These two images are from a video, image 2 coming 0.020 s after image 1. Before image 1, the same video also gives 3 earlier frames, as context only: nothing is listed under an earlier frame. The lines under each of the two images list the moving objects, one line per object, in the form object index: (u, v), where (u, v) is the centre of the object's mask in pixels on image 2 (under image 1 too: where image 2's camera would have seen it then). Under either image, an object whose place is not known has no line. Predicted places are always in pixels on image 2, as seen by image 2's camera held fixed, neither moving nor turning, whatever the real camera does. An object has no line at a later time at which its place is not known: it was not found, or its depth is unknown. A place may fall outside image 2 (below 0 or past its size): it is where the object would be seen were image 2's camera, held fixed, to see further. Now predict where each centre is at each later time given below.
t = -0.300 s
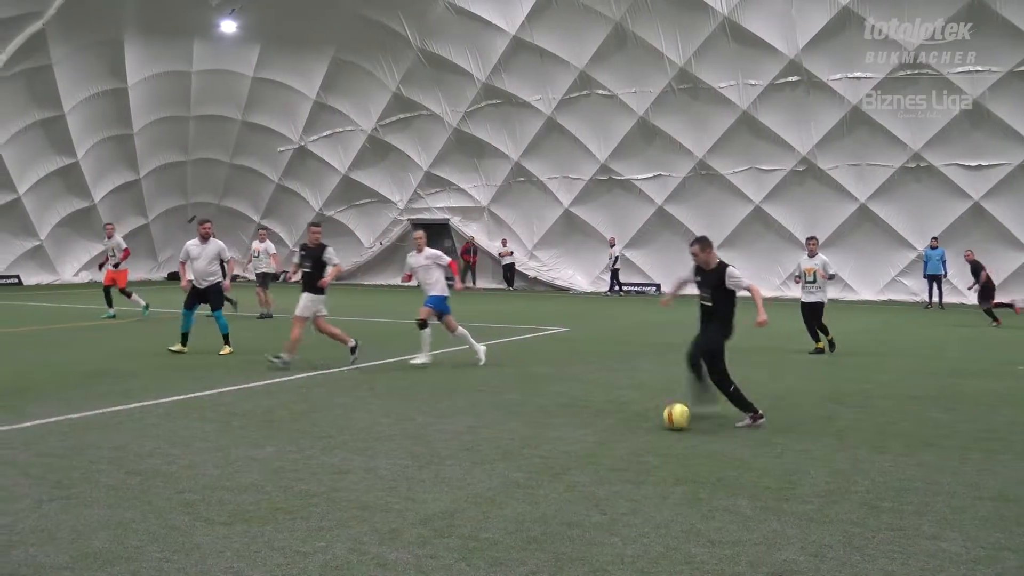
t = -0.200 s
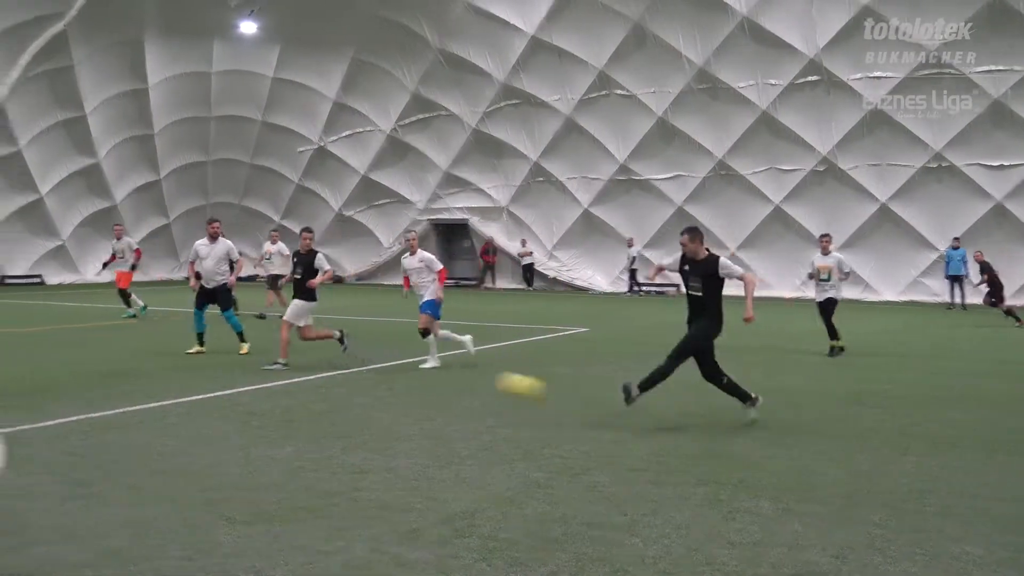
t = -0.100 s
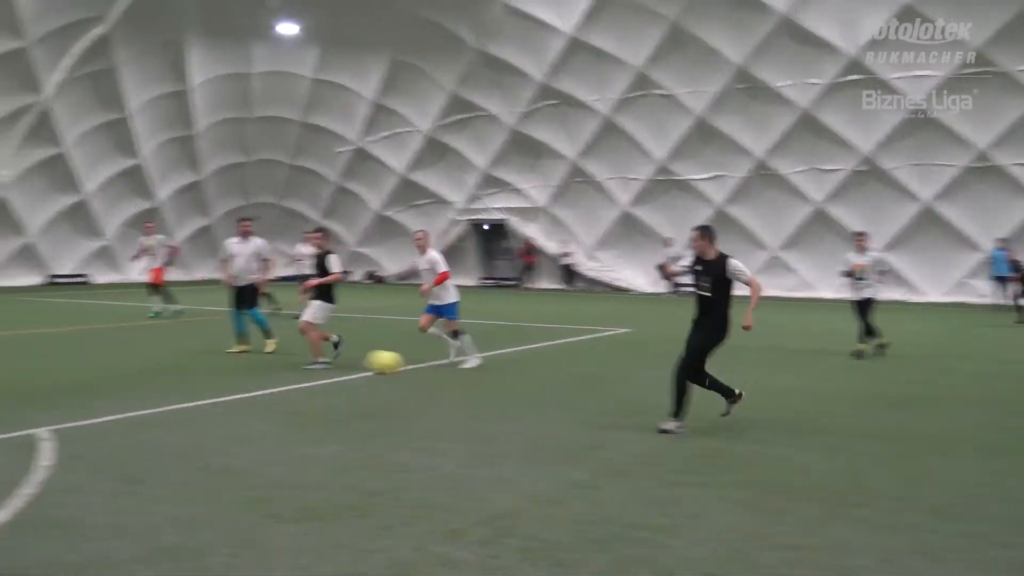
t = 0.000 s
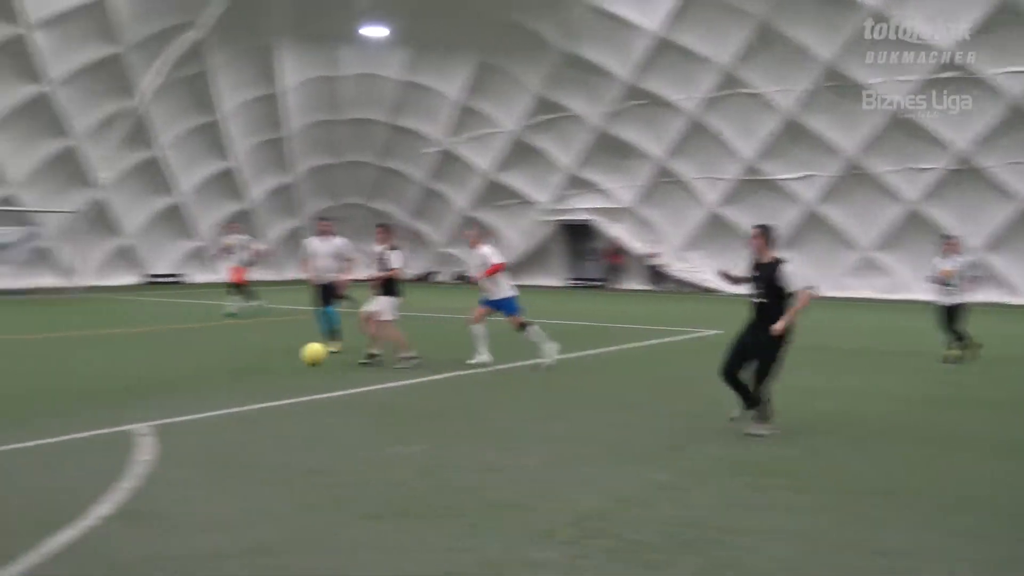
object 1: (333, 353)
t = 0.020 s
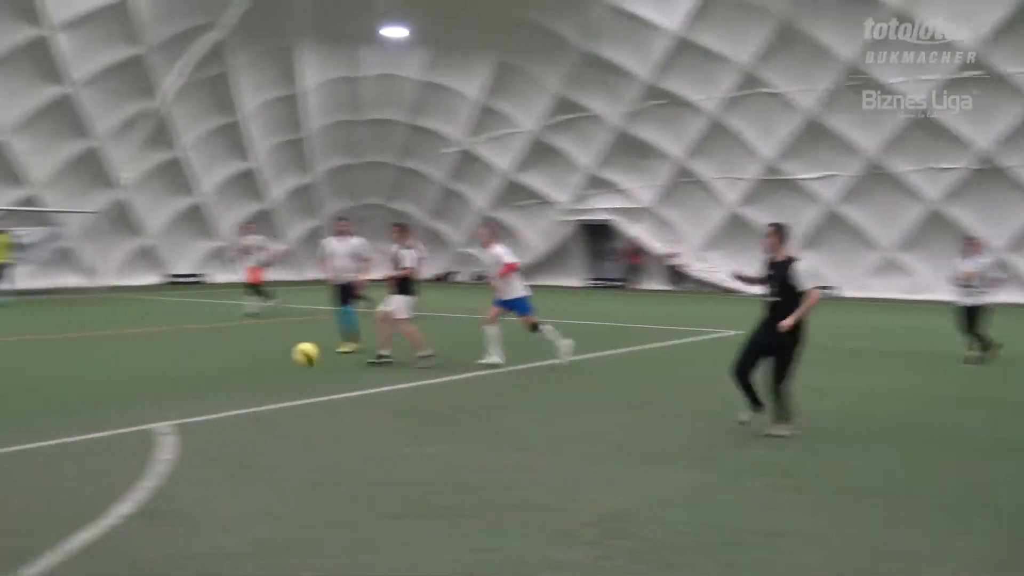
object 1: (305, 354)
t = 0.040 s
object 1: (277, 353)
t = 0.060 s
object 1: (249, 355)
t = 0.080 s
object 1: (221, 357)
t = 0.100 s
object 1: (194, 360)
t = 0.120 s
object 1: (169, 362)
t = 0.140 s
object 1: (142, 366)
